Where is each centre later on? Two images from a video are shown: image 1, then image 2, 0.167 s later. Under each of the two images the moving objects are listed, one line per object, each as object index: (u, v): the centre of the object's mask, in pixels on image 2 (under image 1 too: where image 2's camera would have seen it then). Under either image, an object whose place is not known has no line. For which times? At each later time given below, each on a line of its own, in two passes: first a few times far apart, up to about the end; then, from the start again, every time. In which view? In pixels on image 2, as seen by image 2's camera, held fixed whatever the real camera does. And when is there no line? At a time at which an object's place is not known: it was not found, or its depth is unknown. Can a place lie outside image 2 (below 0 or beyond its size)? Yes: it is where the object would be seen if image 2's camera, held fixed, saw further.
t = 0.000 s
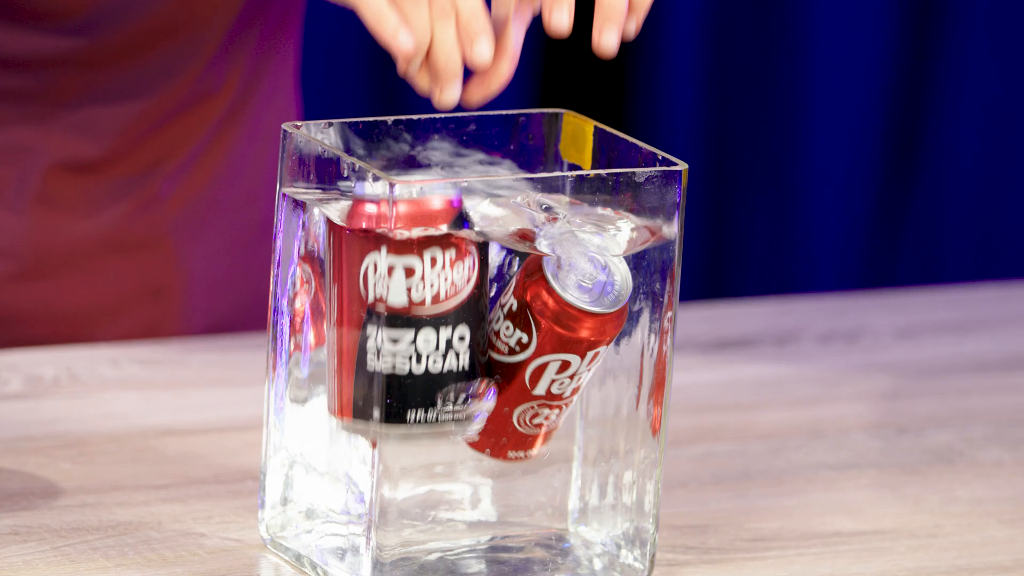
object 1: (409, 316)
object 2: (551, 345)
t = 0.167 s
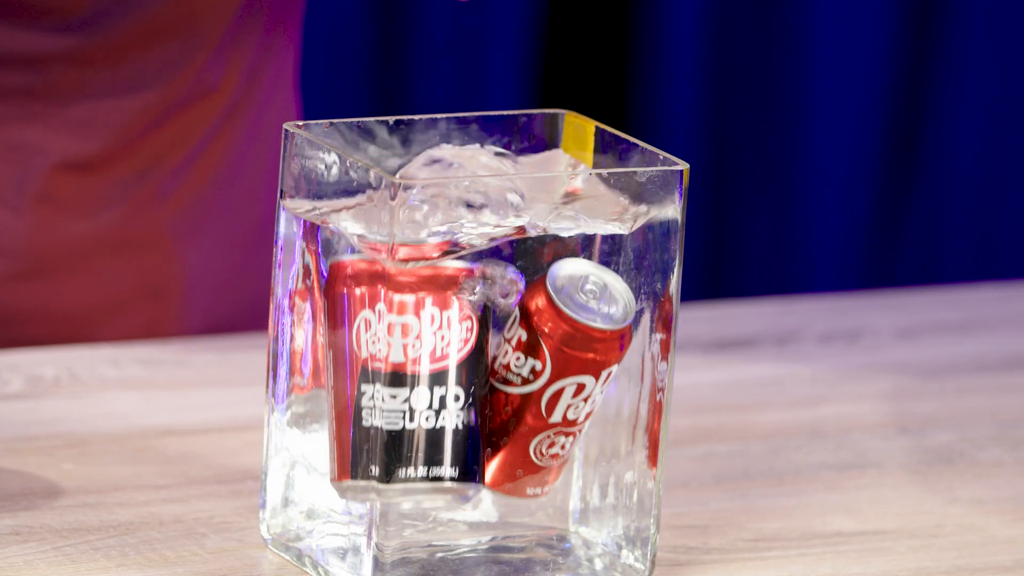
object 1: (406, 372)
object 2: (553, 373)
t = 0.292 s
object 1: (406, 395)
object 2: (551, 401)
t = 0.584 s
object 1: (406, 410)
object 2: (558, 391)
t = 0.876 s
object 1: (407, 377)
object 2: (557, 381)
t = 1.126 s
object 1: (413, 346)
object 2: (565, 371)
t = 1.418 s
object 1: (408, 298)
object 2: (567, 367)
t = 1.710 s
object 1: (404, 326)
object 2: (573, 354)
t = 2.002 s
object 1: (407, 334)
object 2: (573, 352)
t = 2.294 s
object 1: (405, 321)
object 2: (567, 358)
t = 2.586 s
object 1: (406, 330)
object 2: (568, 354)
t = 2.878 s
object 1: (400, 348)
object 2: (563, 358)
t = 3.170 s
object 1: (400, 323)
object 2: (558, 362)
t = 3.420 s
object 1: (399, 329)
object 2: (557, 363)
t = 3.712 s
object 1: (396, 346)
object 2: (552, 372)
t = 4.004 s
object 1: (400, 326)
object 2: (549, 381)
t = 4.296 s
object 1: (400, 329)
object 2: (544, 393)
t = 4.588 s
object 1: (400, 333)
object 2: (540, 405)
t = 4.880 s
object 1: (403, 328)
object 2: (538, 419)
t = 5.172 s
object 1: (402, 330)
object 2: (534, 435)
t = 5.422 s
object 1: (399, 346)
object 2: (534, 437)
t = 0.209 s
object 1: (407, 380)
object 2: (554, 381)
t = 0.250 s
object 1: (406, 388)
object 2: (552, 391)
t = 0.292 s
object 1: (406, 395)
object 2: (551, 401)
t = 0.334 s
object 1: (405, 401)
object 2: (550, 409)
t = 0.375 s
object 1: (405, 407)
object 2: (550, 414)
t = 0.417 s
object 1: (405, 414)
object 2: (552, 408)
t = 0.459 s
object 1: (405, 418)
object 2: (554, 402)
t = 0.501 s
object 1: (405, 415)
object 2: (555, 398)
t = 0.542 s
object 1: (405, 412)
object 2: (557, 395)
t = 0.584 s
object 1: (406, 410)
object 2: (558, 391)
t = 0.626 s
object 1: (407, 408)
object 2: (559, 389)
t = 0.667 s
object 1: (407, 404)
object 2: (559, 387)
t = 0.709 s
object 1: (407, 401)
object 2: (559, 386)
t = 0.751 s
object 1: (406, 395)
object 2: (558, 384)
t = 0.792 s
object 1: (406, 390)
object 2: (557, 384)
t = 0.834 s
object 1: (406, 383)
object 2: (557, 382)
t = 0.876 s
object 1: (407, 377)
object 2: (557, 381)
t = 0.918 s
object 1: (408, 369)
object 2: (559, 378)
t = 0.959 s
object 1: (410, 363)
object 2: (560, 376)
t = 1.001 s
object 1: (412, 358)
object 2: (561, 374)
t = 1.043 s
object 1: (414, 353)
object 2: (563, 373)
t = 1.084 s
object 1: (414, 349)
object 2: (565, 371)
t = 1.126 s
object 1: (413, 346)
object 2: (565, 371)
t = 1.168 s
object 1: (412, 340)
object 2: (565, 370)
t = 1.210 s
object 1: (410, 336)
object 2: (565, 371)
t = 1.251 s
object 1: (411, 310)
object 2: (565, 371)
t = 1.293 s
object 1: (407, 328)
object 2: (564, 372)
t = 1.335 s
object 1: (407, 301)
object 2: (564, 372)
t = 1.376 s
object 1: (407, 299)
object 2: (565, 371)
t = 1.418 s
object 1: (408, 298)
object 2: (567, 367)
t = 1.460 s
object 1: (408, 301)
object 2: (569, 364)
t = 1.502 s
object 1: (406, 326)
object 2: (571, 361)
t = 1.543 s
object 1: (409, 327)
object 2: (572, 358)
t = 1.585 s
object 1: (408, 327)
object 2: (574, 356)
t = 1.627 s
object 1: (408, 326)
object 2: (574, 354)
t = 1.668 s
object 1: (406, 326)
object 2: (573, 352)
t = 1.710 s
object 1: (404, 326)
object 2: (573, 354)
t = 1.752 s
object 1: (402, 325)
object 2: (572, 357)
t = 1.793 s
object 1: (400, 324)
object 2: (571, 359)
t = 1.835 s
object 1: (400, 325)
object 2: (570, 359)
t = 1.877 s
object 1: (401, 326)
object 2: (571, 358)
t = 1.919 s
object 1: (402, 328)
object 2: (571, 356)
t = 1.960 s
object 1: (404, 330)
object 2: (572, 353)
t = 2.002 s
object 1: (407, 334)
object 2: (573, 352)
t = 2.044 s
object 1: (408, 337)
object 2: (573, 351)
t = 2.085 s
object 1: (409, 339)
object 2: (573, 351)
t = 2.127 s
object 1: (409, 323)
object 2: (572, 352)
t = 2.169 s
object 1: (407, 324)
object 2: (571, 354)
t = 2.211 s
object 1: (406, 323)
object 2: (570, 356)
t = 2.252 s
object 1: (405, 322)
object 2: (568, 357)
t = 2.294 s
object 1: (405, 321)
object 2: (567, 358)
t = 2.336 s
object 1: (405, 319)
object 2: (566, 359)
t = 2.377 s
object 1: (406, 320)
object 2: (567, 359)
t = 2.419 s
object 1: (406, 321)
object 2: (567, 358)
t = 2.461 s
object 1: (407, 323)
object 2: (567, 357)
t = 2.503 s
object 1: (407, 325)
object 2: (568, 354)
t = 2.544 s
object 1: (406, 328)
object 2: (568, 353)
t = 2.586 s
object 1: (406, 330)
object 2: (568, 354)
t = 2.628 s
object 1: (405, 334)
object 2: (566, 356)
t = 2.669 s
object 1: (402, 351)
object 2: (565, 357)
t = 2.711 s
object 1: (401, 350)
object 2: (564, 356)
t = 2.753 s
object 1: (401, 350)
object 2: (563, 356)
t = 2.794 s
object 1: (400, 350)
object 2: (562, 357)
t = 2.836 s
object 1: (400, 349)
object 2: (563, 357)
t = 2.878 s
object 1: (400, 348)
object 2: (563, 358)
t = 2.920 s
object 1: (400, 348)
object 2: (563, 357)
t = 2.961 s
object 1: (402, 331)
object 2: (563, 357)
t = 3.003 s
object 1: (403, 329)
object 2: (563, 357)
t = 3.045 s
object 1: (403, 327)
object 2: (562, 358)
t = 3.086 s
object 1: (402, 325)
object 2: (561, 359)
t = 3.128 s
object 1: (401, 324)
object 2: (559, 361)
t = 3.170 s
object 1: (400, 323)
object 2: (558, 362)
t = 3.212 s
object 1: (400, 322)
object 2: (558, 362)
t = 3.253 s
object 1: (399, 323)
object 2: (557, 363)
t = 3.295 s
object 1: (398, 324)
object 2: (557, 364)
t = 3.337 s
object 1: (399, 325)
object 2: (557, 363)
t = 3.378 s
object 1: (399, 327)
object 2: (557, 363)
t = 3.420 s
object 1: (399, 329)
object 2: (557, 363)
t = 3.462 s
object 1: (399, 331)
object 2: (556, 364)
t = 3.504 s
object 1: (399, 333)
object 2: (556, 364)
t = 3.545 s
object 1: (399, 334)
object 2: (555, 366)
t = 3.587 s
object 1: (399, 334)
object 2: (554, 367)
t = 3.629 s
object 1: (398, 335)
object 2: (553, 368)
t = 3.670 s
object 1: (396, 347)
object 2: (552, 370)
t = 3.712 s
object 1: (396, 346)
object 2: (552, 372)
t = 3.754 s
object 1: (398, 333)
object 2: (551, 373)
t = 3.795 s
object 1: (398, 332)
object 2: (551, 374)
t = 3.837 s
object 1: (398, 331)
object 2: (551, 375)
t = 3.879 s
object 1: (399, 329)
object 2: (551, 377)
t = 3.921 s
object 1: (400, 327)
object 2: (550, 378)
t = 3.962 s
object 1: (400, 326)
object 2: (550, 380)
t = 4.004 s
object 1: (400, 326)
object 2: (549, 381)
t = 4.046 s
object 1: (400, 324)
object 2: (548, 383)
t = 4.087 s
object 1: (399, 324)
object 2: (547, 385)
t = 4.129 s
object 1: (399, 324)
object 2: (546, 386)
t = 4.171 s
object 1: (399, 325)
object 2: (545, 388)
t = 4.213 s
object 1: (399, 326)
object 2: (545, 390)
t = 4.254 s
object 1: (399, 327)
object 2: (544, 391)
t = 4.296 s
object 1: (400, 329)
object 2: (544, 393)
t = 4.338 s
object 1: (400, 331)
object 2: (544, 394)
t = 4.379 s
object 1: (401, 333)
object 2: (544, 395)
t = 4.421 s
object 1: (400, 333)
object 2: (543, 397)
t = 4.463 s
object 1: (400, 334)
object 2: (543, 399)
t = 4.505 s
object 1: (400, 334)
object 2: (542, 401)
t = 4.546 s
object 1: (400, 335)
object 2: (541, 403)
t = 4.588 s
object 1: (400, 333)
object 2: (540, 405)
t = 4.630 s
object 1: (400, 332)
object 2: (540, 407)
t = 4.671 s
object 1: (400, 332)
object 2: (539, 410)
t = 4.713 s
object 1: (400, 330)
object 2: (539, 412)
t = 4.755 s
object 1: (400, 329)
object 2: (539, 414)
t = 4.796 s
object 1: (401, 328)
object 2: (539, 414)
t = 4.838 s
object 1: (402, 326)
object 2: (538, 416)
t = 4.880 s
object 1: (403, 328)
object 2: (538, 419)
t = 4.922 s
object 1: (403, 329)
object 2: (537, 424)
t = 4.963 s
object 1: (403, 328)
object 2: (536, 424)
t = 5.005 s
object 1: (402, 328)
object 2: (536, 426)
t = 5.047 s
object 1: (402, 328)
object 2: (535, 429)
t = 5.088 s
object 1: (402, 328)
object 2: (534, 431)
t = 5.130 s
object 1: (401, 328)
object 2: (534, 434)
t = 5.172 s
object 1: (402, 330)
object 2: (534, 435)
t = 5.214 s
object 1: (401, 333)
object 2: (534, 435)
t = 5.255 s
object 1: (401, 334)
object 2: (534, 437)
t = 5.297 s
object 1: (399, 346)
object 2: (534, 436)
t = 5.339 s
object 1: (399, 347)
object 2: (534, 436)
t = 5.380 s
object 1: (399, 346)
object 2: (534, 437)
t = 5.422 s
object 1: (399, 346)
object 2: (534, 437)
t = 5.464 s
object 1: (398, 345)
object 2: (534, 438)
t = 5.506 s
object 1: (398, 345)
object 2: (534, 436)
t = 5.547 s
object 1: (398, 343)
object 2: (535, 437)
